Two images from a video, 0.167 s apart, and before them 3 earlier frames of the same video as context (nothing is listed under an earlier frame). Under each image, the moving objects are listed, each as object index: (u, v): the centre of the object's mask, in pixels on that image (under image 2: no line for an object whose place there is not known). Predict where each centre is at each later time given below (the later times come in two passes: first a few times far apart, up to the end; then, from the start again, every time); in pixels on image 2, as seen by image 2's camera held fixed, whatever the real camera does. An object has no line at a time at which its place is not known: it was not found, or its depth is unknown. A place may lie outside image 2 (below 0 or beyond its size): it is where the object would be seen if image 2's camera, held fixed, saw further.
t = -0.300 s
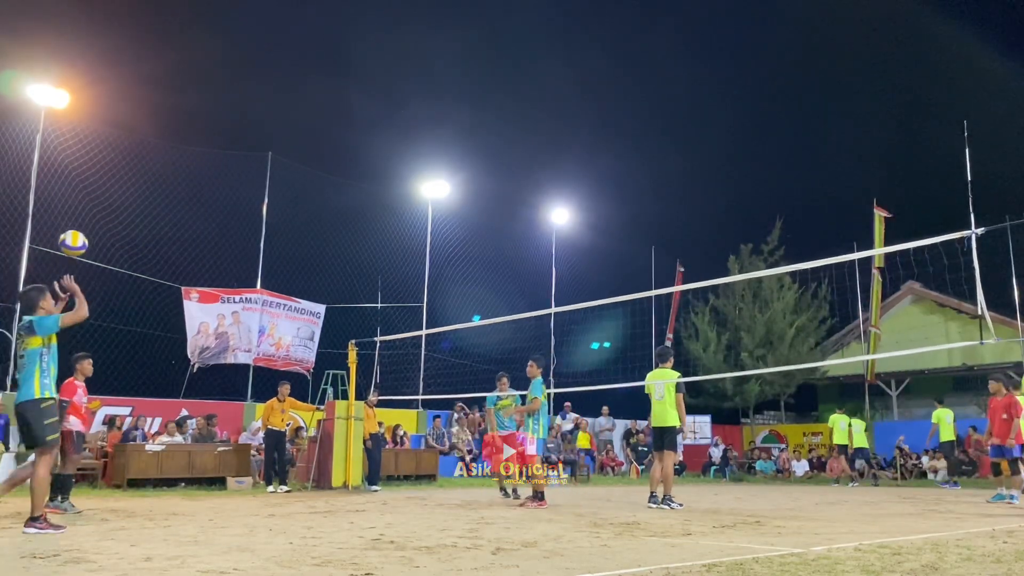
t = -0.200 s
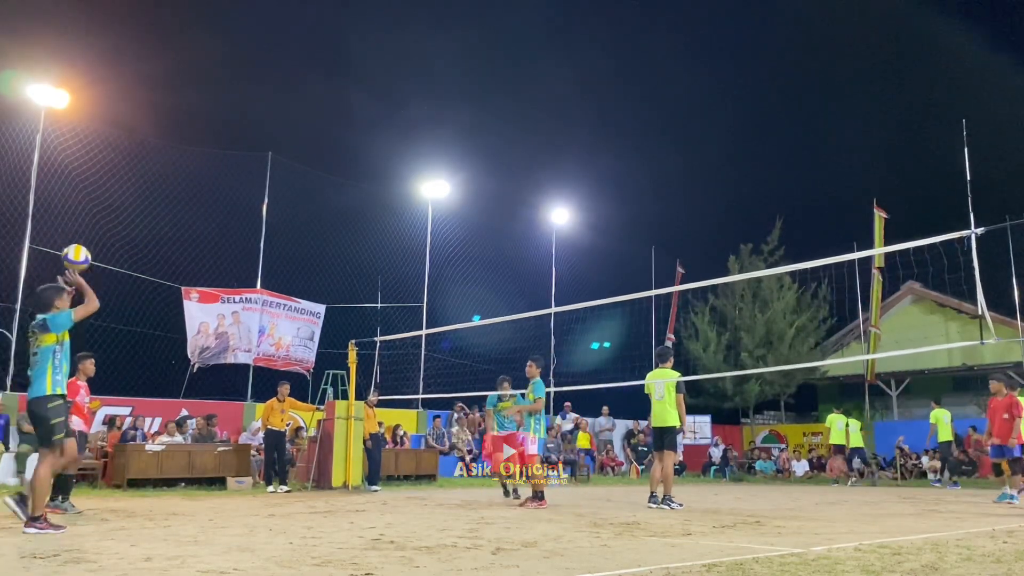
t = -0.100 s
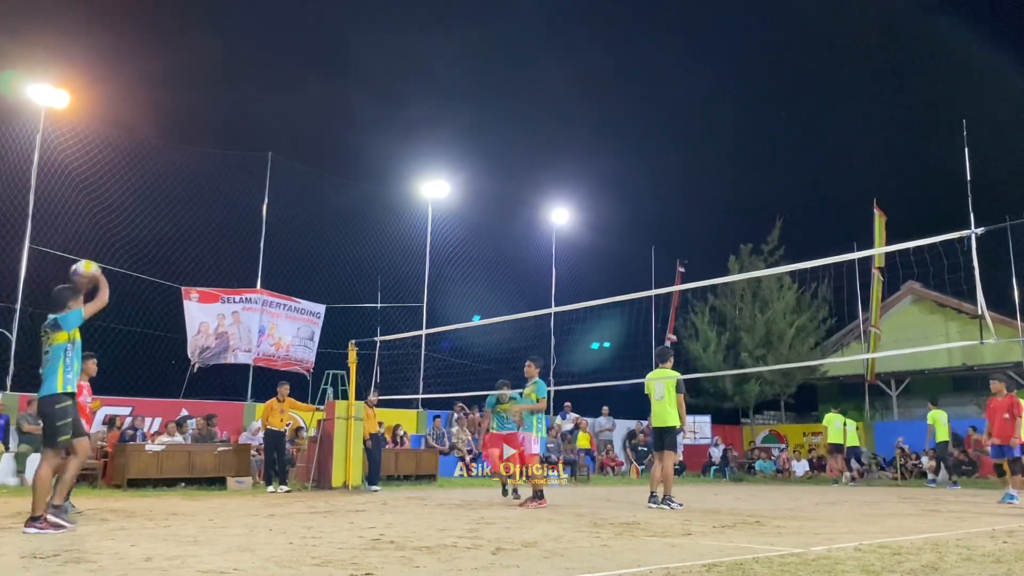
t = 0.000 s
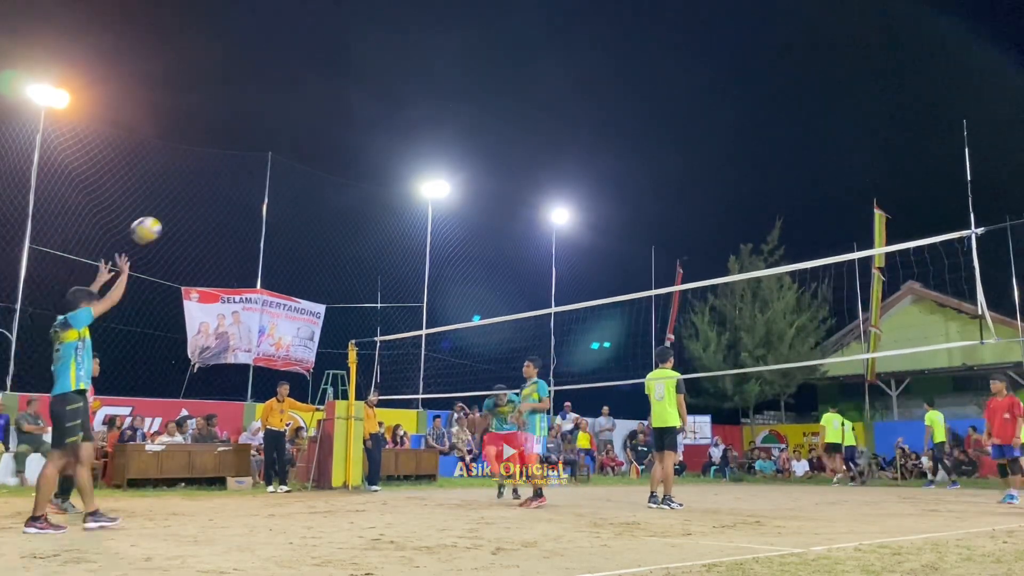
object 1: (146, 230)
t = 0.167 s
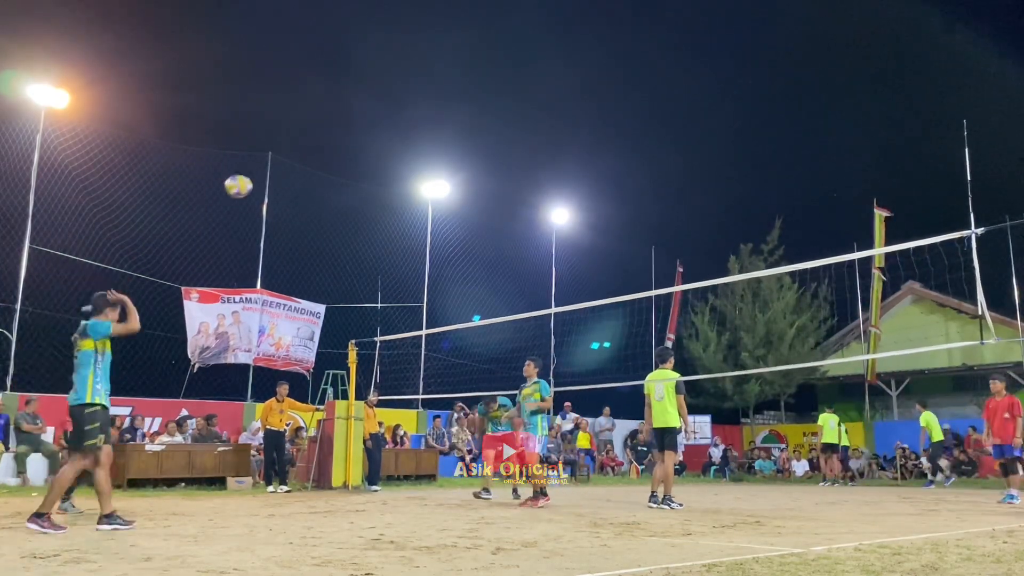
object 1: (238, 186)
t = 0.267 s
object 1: (285, 176)
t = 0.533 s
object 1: (387, 195)
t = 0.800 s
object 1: (465, 265)
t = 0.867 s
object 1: (482, 289)
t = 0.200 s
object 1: (254, 182)
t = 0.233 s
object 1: (270, 178)
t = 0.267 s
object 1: (285, 176)
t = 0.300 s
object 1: (300, 175)
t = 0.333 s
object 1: (314, 175)
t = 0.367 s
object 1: (327, 176)
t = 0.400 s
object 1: (339, 178)
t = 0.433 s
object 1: (352, 181)
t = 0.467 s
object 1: (364, 185)
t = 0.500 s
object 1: (376, 190)
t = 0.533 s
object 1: (387, 195)
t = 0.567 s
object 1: (397, 201)
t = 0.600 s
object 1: (408, 209)
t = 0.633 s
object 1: (418, 216)
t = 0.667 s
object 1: (428, 225)
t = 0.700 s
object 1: (438, 234)
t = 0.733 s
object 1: (447, 244)
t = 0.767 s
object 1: (456, 254)
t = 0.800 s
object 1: (465, 265)
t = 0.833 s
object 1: (474, 277)
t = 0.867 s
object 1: (482, 289)
